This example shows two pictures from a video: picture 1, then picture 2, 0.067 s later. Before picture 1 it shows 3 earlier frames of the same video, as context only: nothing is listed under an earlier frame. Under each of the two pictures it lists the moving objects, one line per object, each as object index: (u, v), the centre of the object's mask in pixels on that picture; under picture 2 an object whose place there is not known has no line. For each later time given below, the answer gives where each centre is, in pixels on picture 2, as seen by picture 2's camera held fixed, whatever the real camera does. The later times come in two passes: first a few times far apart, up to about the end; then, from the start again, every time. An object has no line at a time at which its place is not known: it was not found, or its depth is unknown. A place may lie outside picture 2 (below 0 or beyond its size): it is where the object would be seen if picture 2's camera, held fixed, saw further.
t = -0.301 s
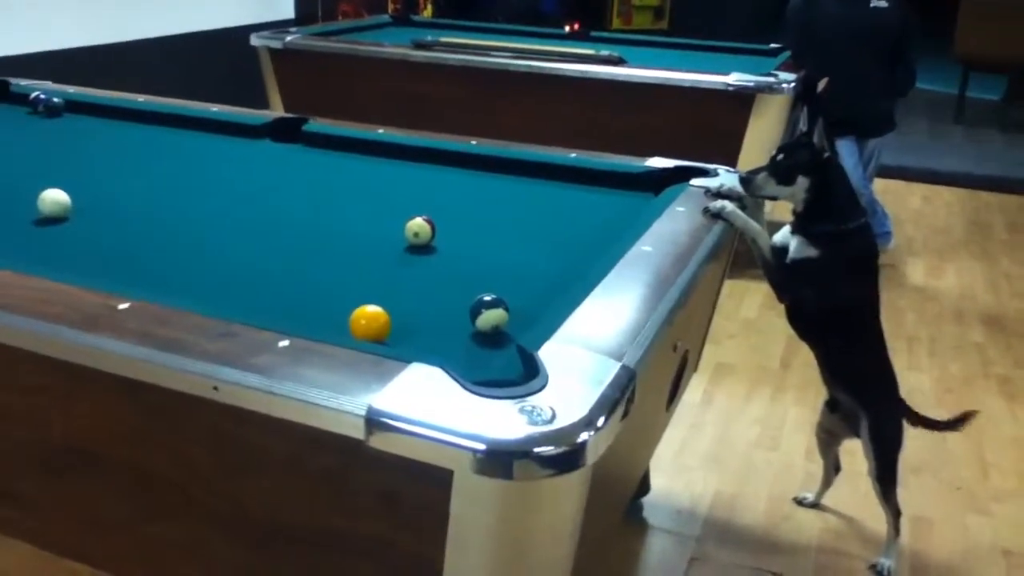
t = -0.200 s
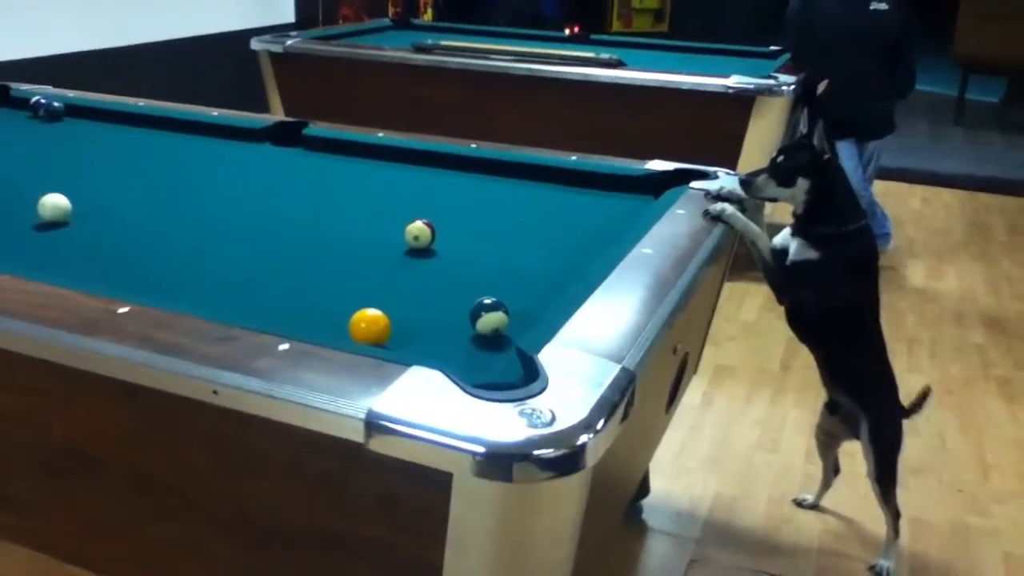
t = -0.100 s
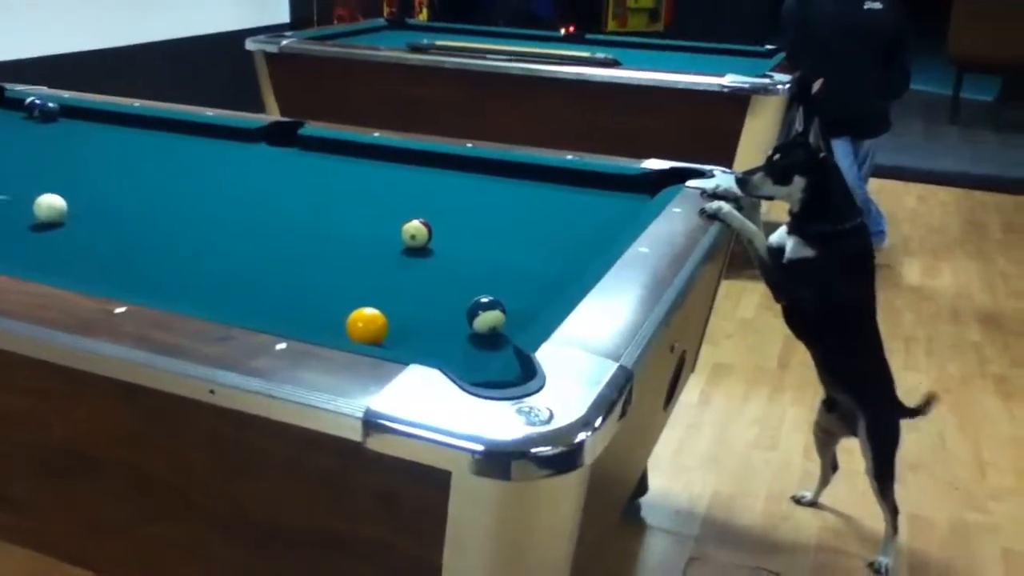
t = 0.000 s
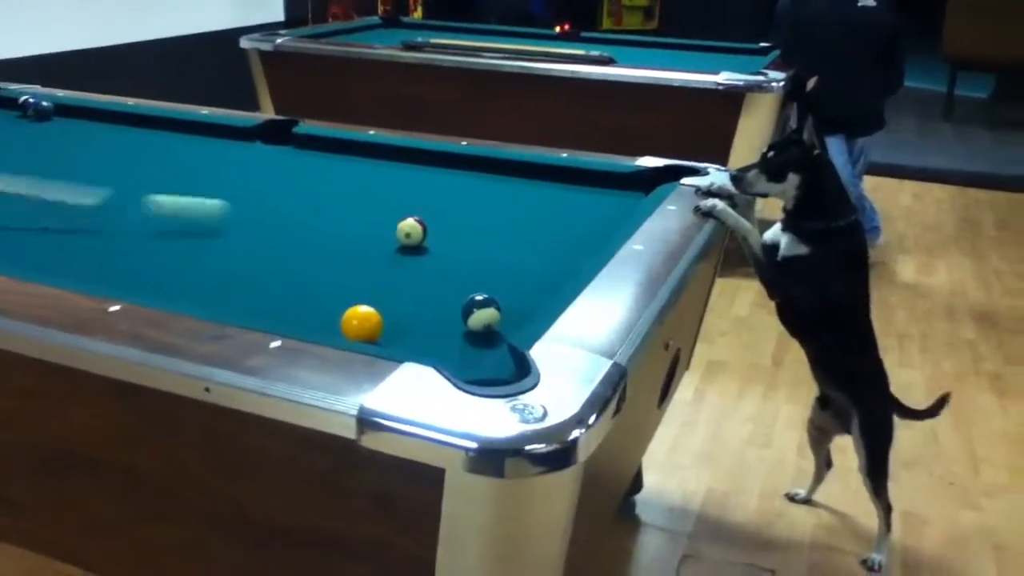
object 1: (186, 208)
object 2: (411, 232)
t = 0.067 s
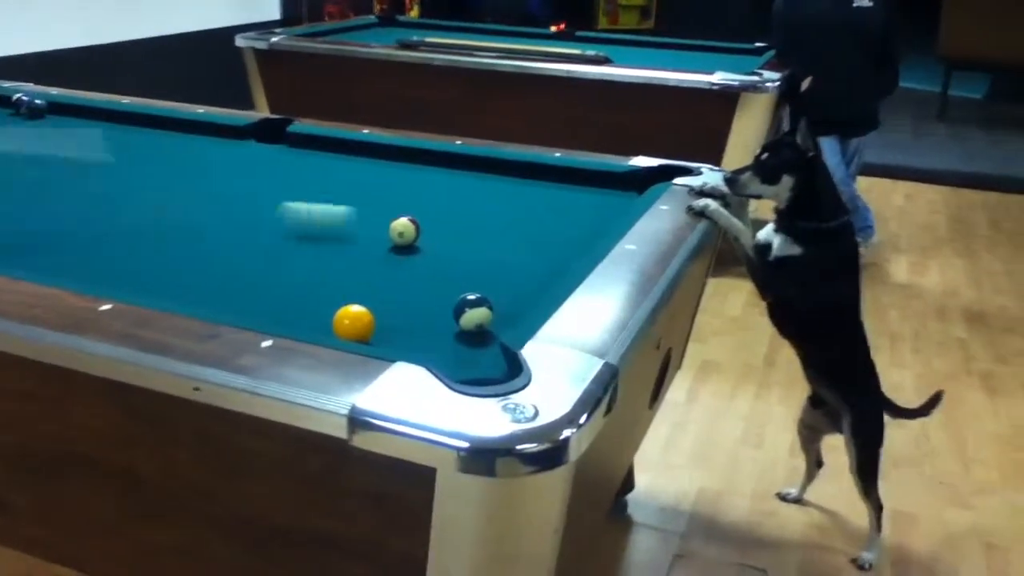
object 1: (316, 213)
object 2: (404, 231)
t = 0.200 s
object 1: (459, 203)
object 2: (529, 263)
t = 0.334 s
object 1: (538, 185)
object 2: (448, 258)
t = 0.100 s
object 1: (373, 219)
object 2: (408, 233)
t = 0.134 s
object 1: (410, 213)
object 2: (444, 242)
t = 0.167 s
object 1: (435, 209)
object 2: (485, 253)
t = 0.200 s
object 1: (459, 203)
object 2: (529, 263)
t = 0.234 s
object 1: (480, 198)
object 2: (532, 268)
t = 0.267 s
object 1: (500, 193)
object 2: (503, 267)
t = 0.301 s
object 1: (519, 189)
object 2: (475, 263)
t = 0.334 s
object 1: (538, 185)
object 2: (448, 258)
